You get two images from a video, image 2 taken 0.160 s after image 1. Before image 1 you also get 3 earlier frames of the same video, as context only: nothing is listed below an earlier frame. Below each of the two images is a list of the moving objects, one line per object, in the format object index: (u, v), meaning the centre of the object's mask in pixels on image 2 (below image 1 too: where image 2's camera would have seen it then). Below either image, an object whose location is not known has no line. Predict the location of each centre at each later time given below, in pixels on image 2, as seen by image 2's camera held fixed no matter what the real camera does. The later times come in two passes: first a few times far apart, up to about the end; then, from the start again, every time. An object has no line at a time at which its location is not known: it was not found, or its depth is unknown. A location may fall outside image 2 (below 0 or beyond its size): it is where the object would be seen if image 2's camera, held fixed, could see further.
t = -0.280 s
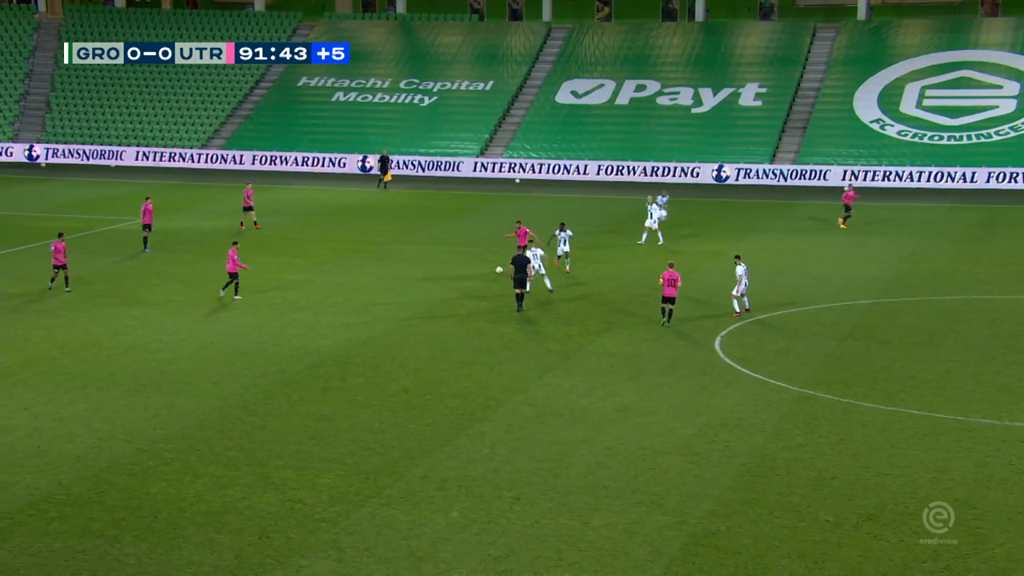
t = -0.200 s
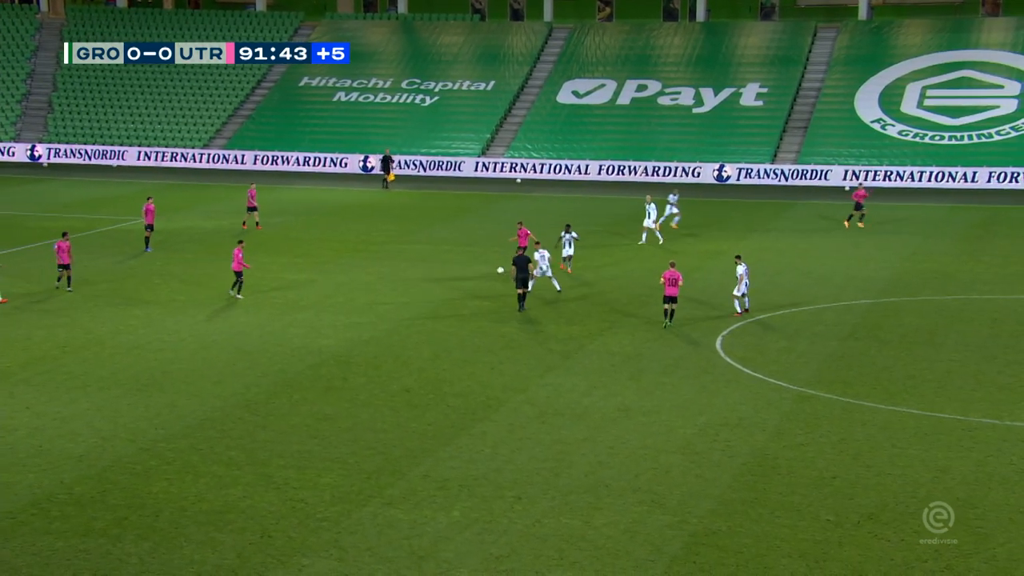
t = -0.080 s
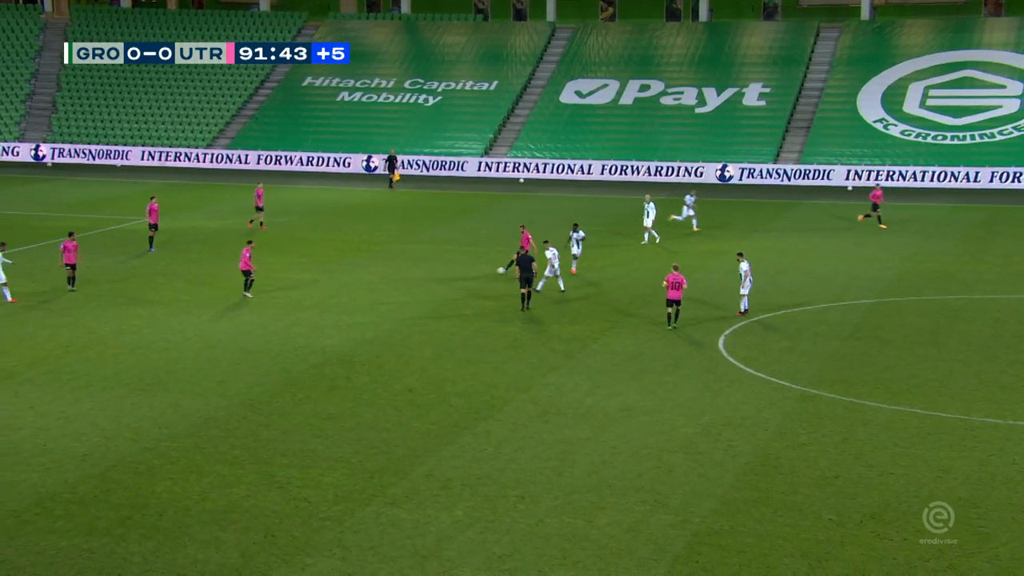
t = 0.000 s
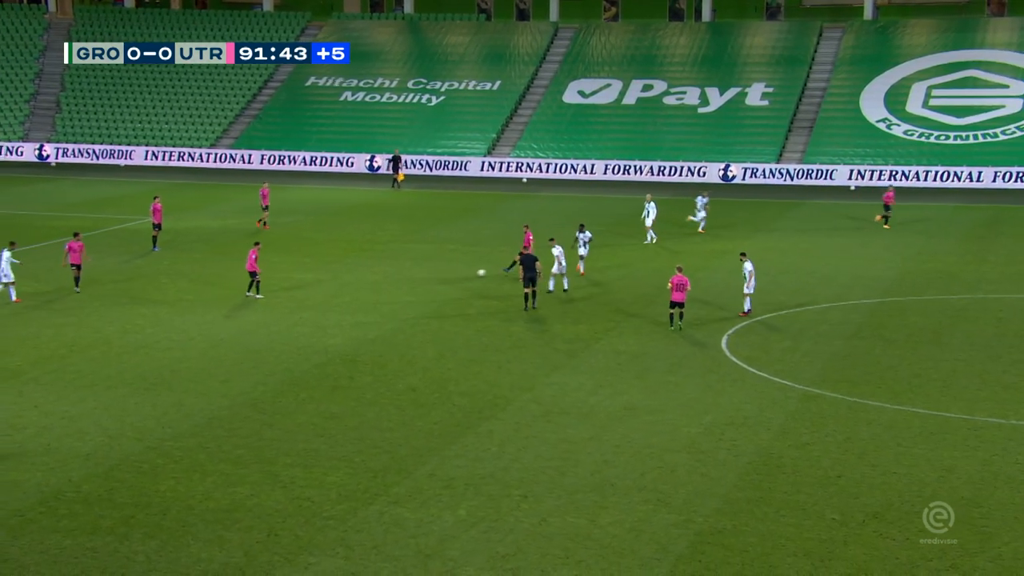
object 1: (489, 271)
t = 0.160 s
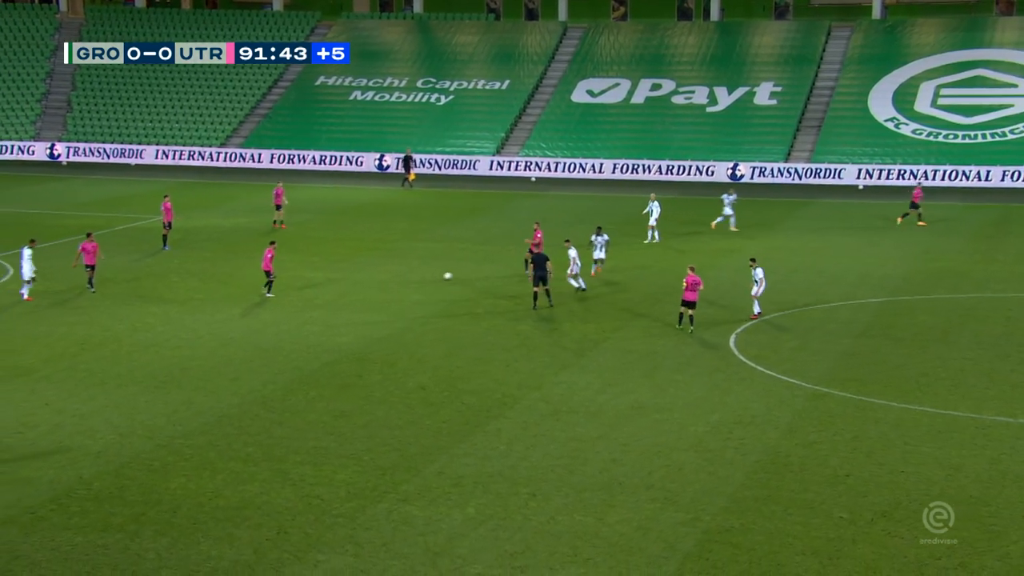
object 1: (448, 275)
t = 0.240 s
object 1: (428, 277)
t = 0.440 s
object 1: (384, 282)
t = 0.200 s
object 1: (438, 276)
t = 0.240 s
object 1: (428, 277)
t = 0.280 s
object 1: (419, 278)
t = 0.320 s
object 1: (409, 279)
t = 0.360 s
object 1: (401, 280)
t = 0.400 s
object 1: (393, 281)
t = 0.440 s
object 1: (384, 282)
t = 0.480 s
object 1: (376, 283)
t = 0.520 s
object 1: (368, 284)
